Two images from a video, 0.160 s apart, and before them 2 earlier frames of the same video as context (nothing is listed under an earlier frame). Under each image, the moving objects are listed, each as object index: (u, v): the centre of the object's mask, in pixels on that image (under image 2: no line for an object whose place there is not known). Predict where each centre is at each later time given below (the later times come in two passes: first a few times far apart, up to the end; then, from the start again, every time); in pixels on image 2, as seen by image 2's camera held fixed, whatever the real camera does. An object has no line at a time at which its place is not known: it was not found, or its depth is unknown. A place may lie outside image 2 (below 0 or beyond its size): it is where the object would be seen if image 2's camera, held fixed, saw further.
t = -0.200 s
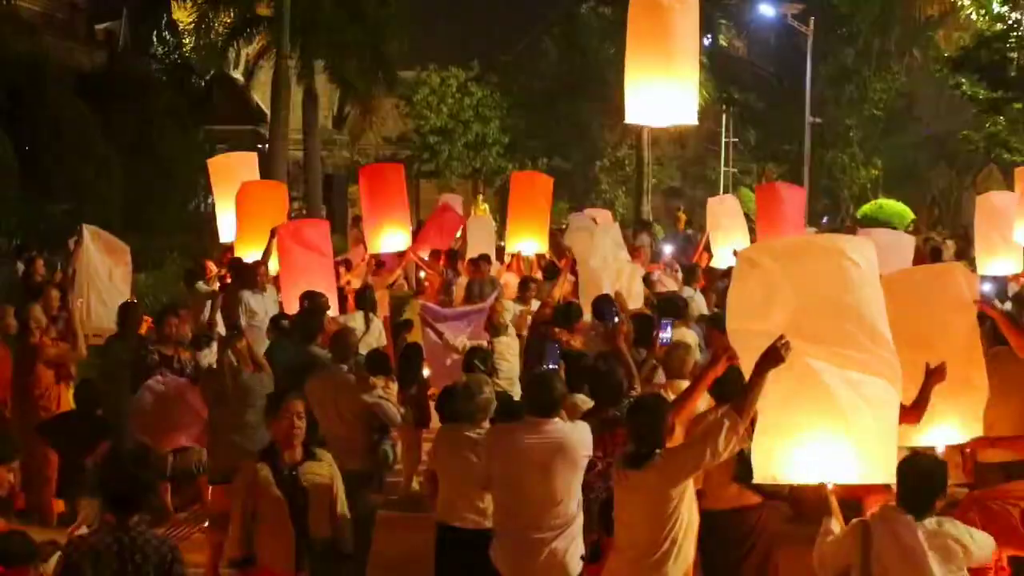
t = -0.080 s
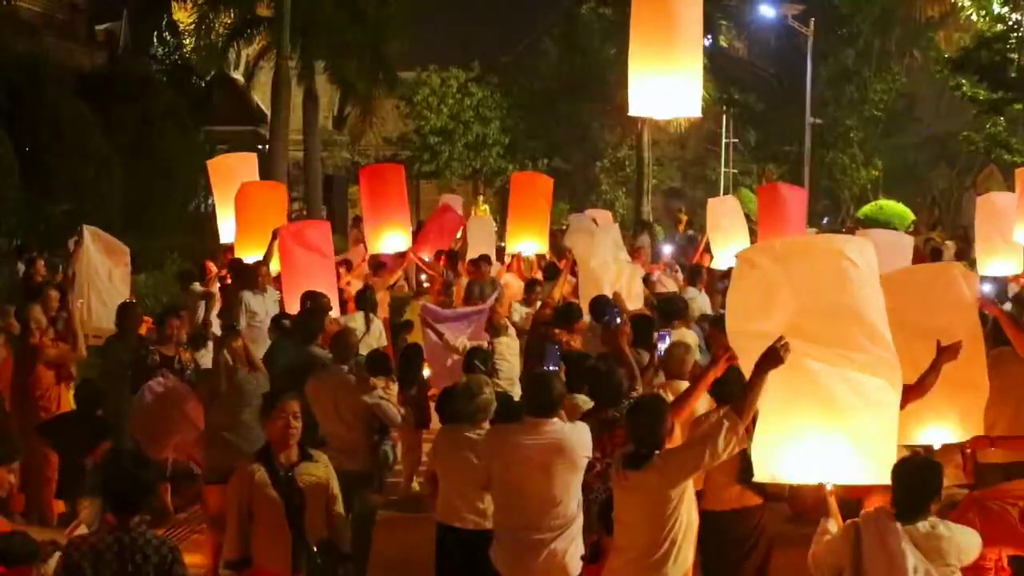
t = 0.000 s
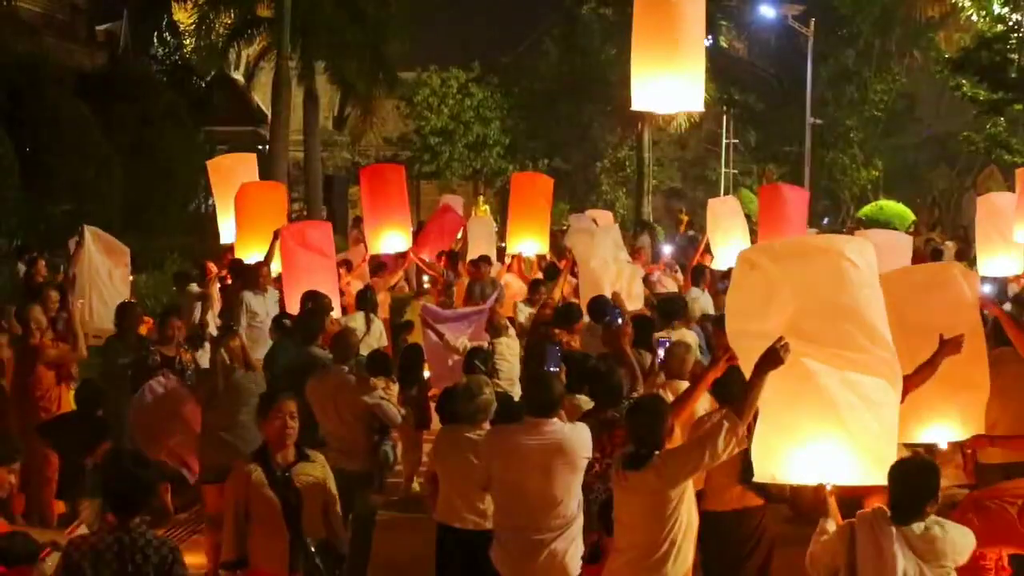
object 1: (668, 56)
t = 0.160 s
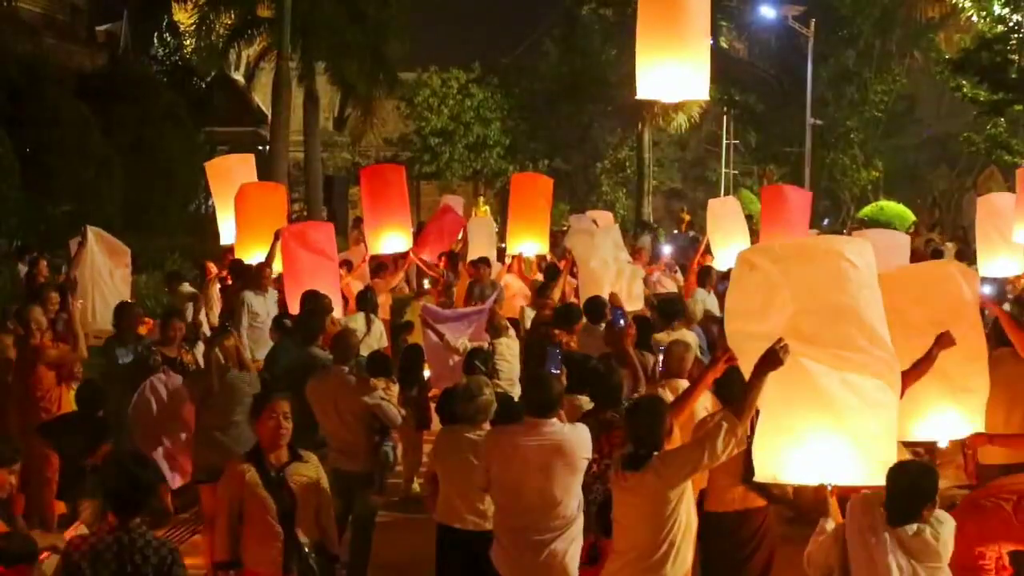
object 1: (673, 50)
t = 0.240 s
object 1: (675, 47)
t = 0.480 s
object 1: (682, 37)
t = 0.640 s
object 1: (687, 30)
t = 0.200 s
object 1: (674, 48)
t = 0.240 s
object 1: (675, 47)
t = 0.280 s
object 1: (676, 45)
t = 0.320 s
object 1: (678, 43)
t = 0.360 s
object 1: (678, 42)
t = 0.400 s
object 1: (680, 40)
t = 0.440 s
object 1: (681, 38)
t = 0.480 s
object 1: (682, 37)
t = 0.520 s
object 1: (683, 35)
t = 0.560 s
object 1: (685, 33)
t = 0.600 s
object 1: (686, 31)
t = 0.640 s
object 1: (687, 30)
